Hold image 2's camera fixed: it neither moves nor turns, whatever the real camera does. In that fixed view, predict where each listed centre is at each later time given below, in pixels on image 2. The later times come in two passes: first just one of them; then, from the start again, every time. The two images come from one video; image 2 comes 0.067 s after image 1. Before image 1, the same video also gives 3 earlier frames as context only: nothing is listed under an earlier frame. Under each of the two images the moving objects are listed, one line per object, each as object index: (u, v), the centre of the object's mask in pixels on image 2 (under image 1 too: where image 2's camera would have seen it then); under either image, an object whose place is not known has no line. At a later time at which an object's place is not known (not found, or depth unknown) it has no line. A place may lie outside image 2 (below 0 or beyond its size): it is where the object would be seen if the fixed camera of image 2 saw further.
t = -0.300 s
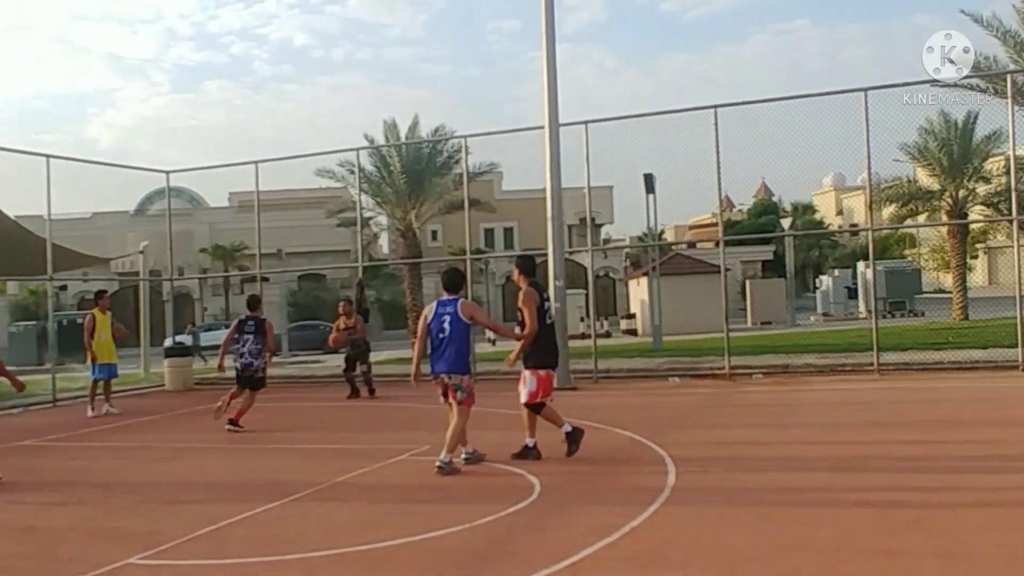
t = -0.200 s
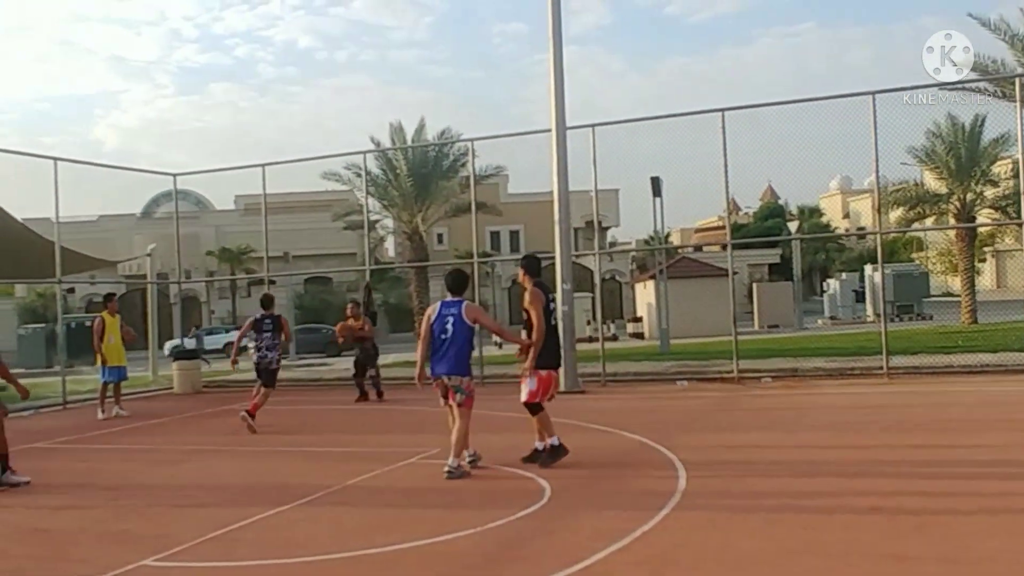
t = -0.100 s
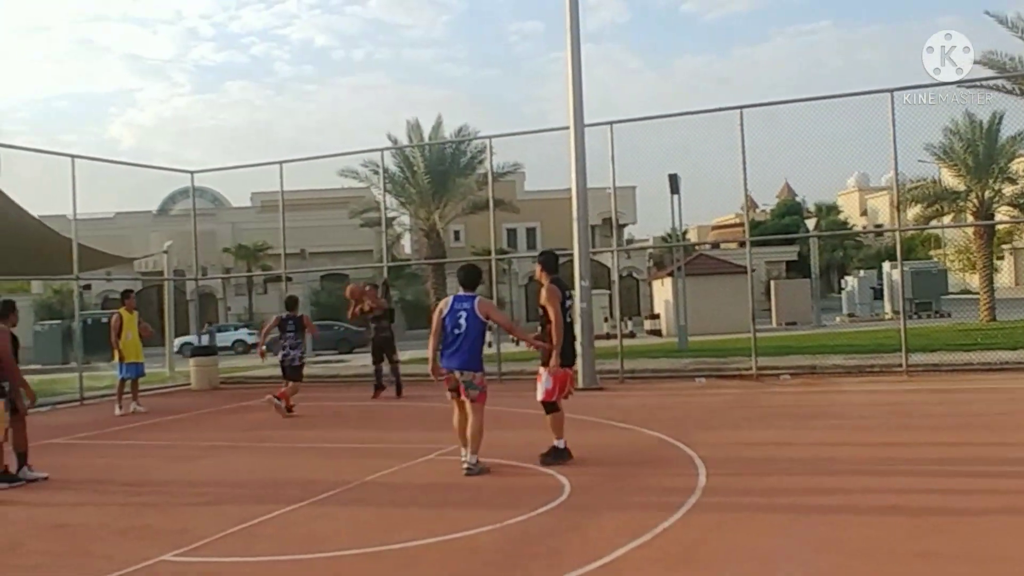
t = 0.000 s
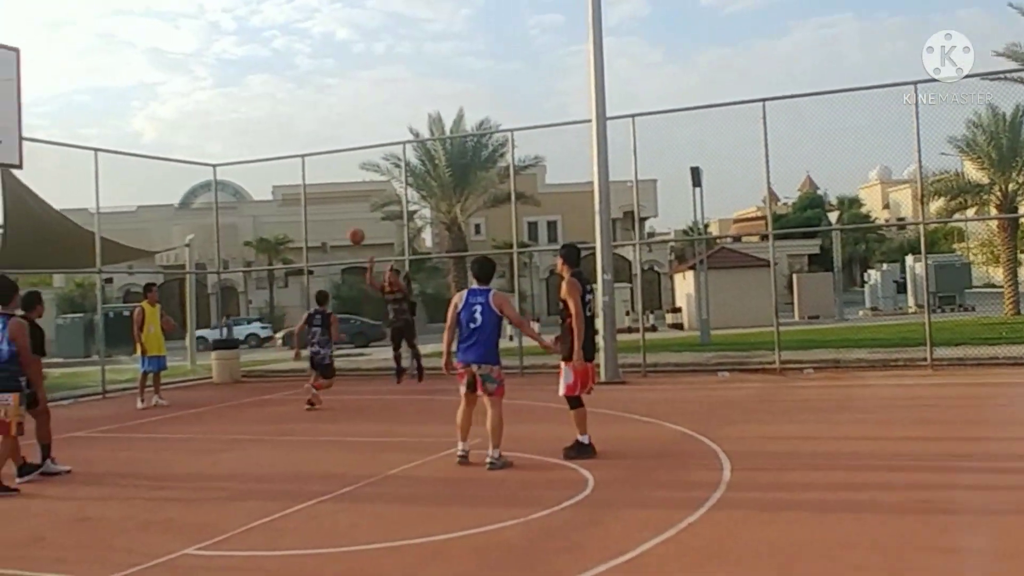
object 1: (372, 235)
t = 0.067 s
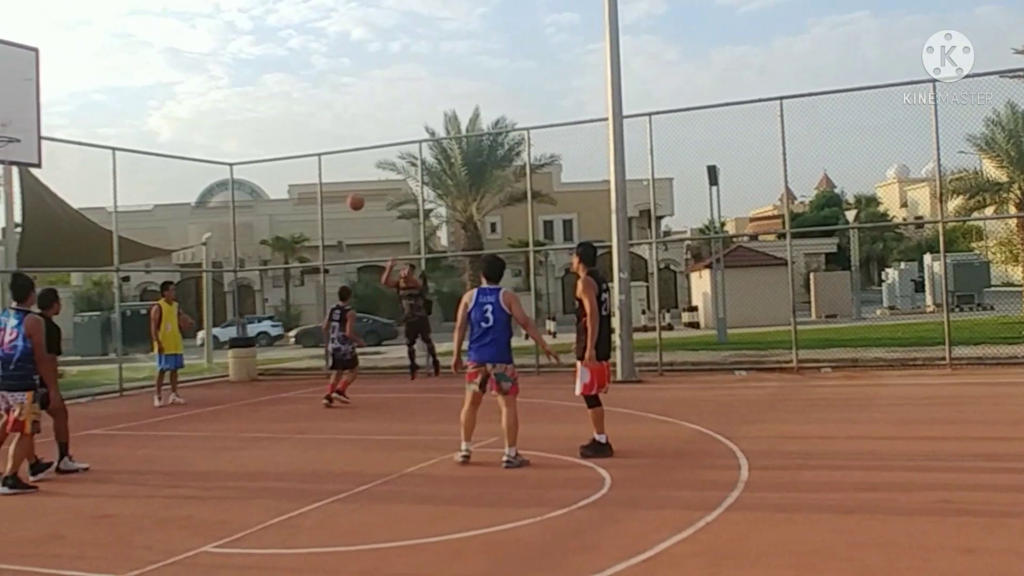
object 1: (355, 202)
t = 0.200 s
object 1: (323, 142)
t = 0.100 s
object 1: (348, 186)
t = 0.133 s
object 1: (340, 171)
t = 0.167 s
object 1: (332, 156)
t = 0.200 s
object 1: (323, 142)
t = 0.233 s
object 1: (315, 128)
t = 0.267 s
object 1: (307, 115)
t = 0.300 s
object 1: (298, 103)
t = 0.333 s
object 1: (289, 91)
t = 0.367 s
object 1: (279, 80)
